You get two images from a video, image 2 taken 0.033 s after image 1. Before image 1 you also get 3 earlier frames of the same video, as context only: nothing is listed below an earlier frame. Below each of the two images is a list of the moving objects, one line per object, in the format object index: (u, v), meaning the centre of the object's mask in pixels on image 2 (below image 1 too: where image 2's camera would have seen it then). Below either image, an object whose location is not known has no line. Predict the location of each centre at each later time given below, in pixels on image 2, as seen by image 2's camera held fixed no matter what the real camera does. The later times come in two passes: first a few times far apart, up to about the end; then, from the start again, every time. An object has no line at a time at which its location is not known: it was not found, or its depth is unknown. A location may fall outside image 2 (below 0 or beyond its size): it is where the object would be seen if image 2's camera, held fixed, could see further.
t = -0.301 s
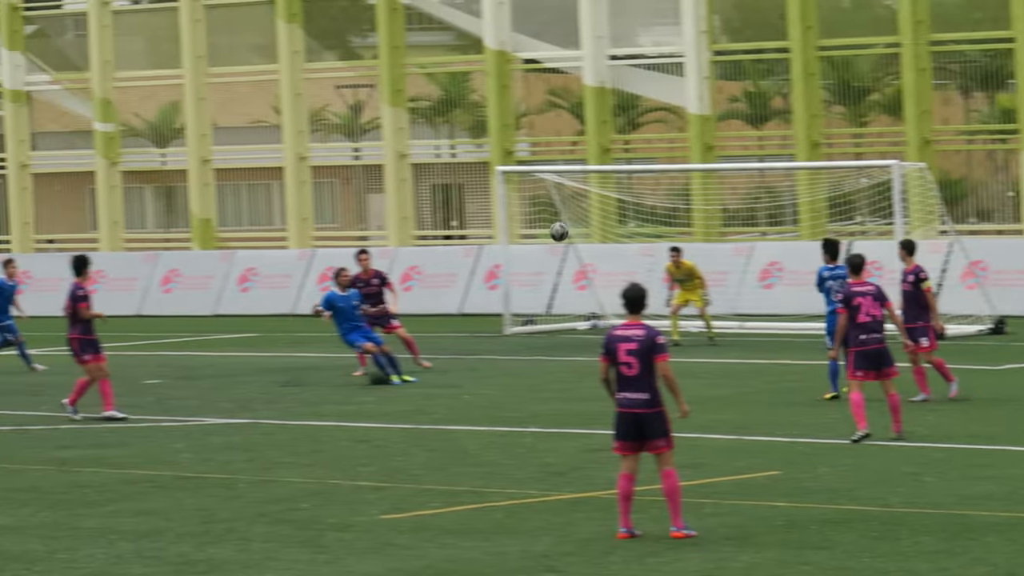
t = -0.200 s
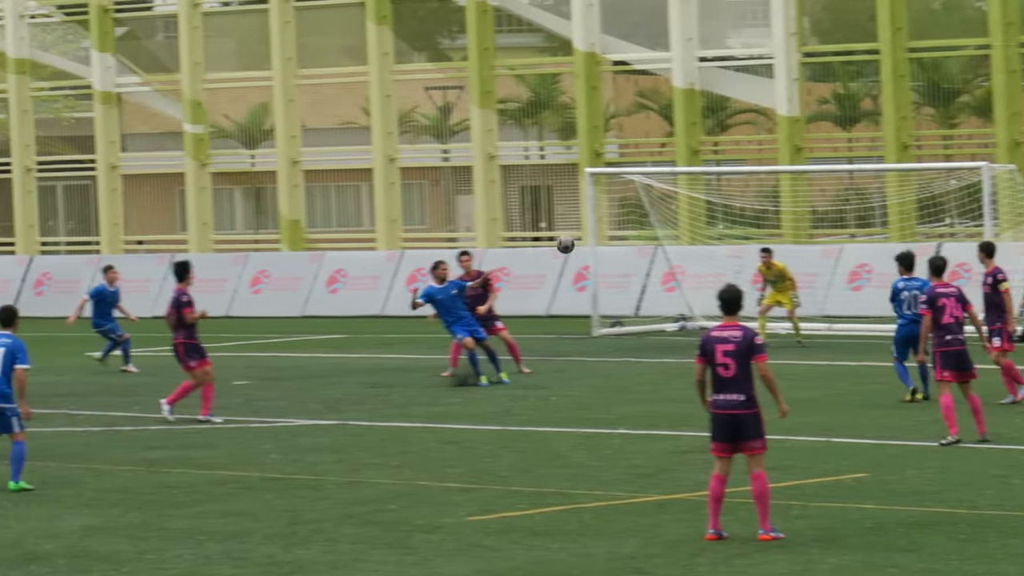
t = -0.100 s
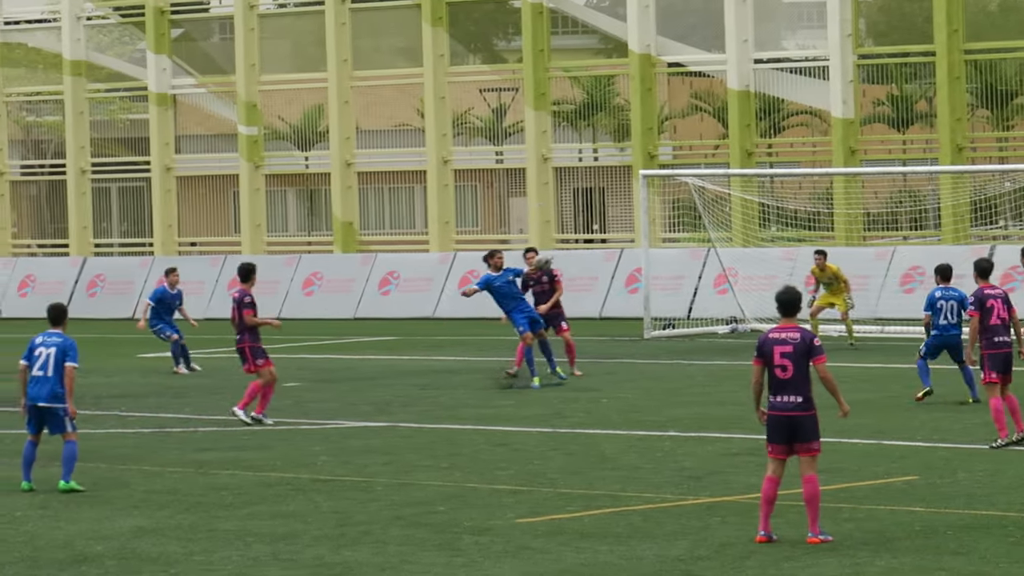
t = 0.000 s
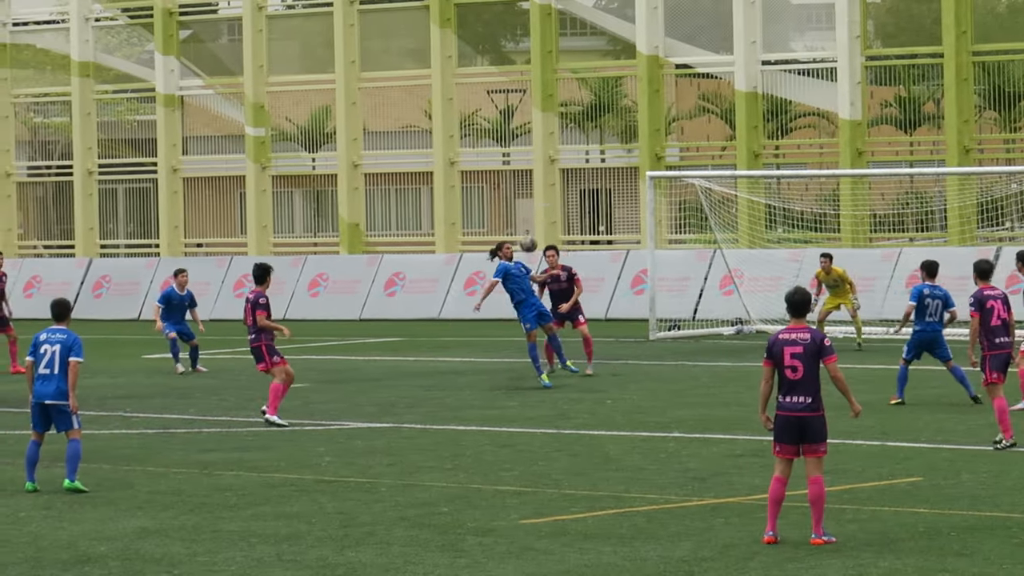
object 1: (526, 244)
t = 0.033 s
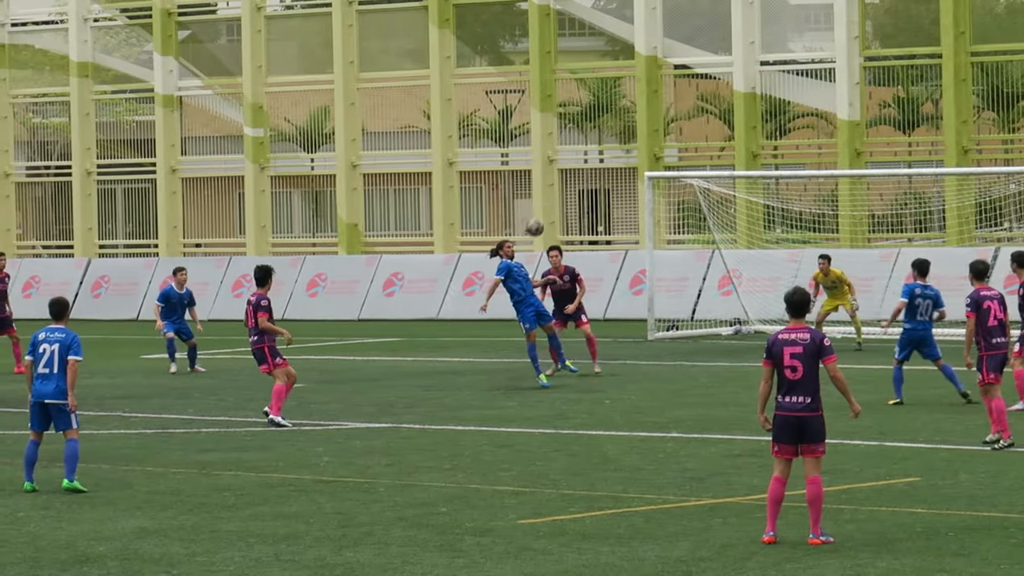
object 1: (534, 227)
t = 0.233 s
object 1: (582, 146)
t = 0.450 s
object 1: (635, 93)
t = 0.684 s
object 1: (695, 77)
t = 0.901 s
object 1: (752, 102)
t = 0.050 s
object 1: (538, 219)
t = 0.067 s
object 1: (543, 212)
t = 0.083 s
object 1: (546, 204)
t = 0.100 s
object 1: (550, 197)
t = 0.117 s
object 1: (554, 190)
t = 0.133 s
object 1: (558, 183)
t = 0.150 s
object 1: (563, 176)
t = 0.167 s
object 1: (566, 171)
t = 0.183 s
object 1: (570, 165)
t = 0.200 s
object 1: (575, 159)
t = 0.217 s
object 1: (579, 152)
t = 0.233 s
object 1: (582, 146)
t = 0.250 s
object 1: (586, 140)
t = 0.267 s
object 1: (590, 135)
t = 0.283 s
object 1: (594, 130)
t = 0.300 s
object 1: (598, 126)
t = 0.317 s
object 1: (602, 121)
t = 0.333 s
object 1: (606, 116)
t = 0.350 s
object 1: (610, 112)
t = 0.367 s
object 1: (615, 108)
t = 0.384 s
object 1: (619, 105)
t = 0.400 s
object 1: (623, 101)
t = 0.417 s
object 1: (627, 98)
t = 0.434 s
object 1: (631, 95)
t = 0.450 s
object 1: (635, 93)
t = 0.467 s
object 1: (640, 90)
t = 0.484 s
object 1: (644, 87)
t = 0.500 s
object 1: (648, 85)
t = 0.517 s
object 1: (652, 83)
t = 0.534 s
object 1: (656, 81)
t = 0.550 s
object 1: (661, 80)
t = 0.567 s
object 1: (665, 79)
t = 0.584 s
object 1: (669, 78)
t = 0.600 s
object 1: (674, 77)
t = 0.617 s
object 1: (678, 77)
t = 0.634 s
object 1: (682, 76)
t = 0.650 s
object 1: (686, 76)
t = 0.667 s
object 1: (690, 76)
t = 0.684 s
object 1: (695, 77)
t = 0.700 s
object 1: (699, 77)
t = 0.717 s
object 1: (703, 78)
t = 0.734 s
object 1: (707, 80)
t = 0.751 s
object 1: (712, 81)
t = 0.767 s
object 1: (717, 82)
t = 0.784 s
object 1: (721, 84)
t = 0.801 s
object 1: (726, 86)
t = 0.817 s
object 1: (730, 88)
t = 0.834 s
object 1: (734, 91)
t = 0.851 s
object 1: (738, 94)
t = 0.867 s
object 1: (743, 98)
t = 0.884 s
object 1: (747, 100)
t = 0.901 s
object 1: (752, 102)
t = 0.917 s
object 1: (756, 106)
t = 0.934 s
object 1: (761, 110)
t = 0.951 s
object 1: (766, 114)
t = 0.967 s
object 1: (770, 119)
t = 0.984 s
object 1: (775, 123)
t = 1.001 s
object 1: (780, 128)
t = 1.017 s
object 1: (785, 133)
